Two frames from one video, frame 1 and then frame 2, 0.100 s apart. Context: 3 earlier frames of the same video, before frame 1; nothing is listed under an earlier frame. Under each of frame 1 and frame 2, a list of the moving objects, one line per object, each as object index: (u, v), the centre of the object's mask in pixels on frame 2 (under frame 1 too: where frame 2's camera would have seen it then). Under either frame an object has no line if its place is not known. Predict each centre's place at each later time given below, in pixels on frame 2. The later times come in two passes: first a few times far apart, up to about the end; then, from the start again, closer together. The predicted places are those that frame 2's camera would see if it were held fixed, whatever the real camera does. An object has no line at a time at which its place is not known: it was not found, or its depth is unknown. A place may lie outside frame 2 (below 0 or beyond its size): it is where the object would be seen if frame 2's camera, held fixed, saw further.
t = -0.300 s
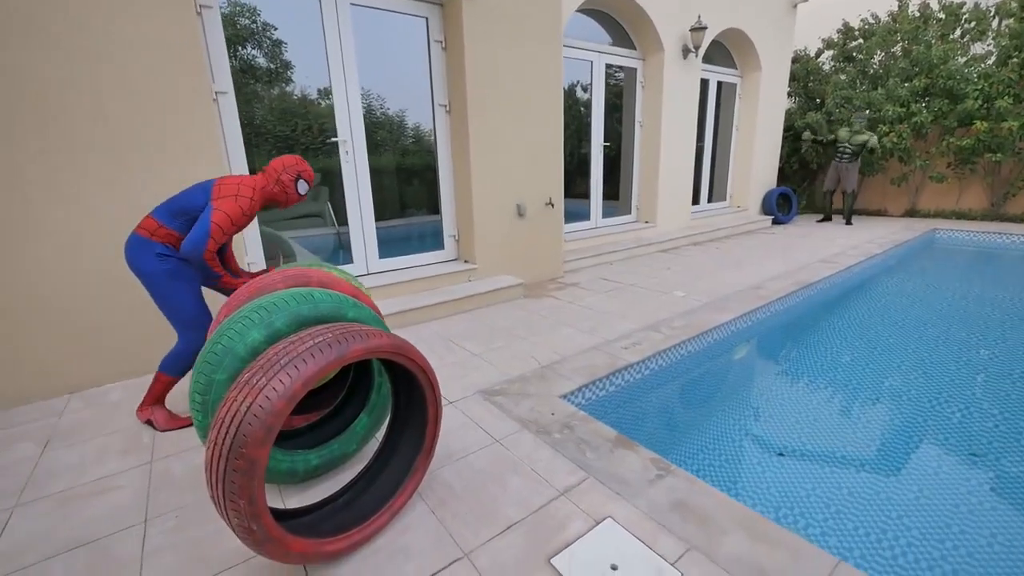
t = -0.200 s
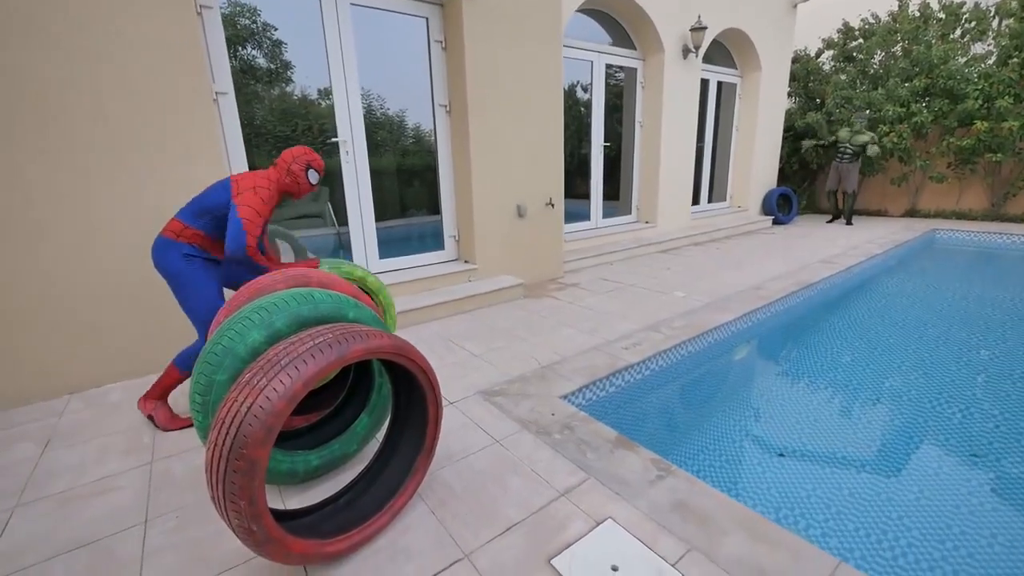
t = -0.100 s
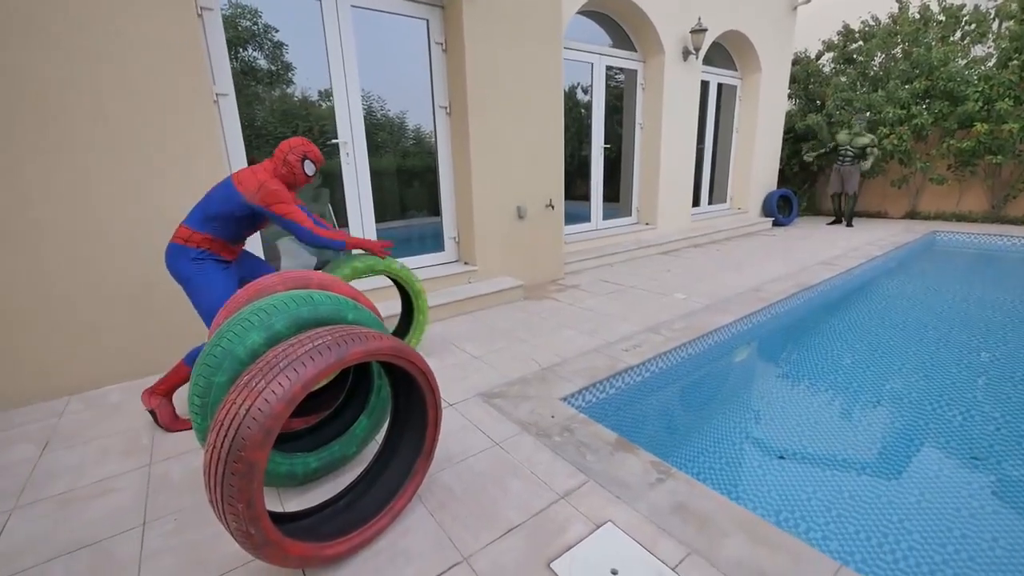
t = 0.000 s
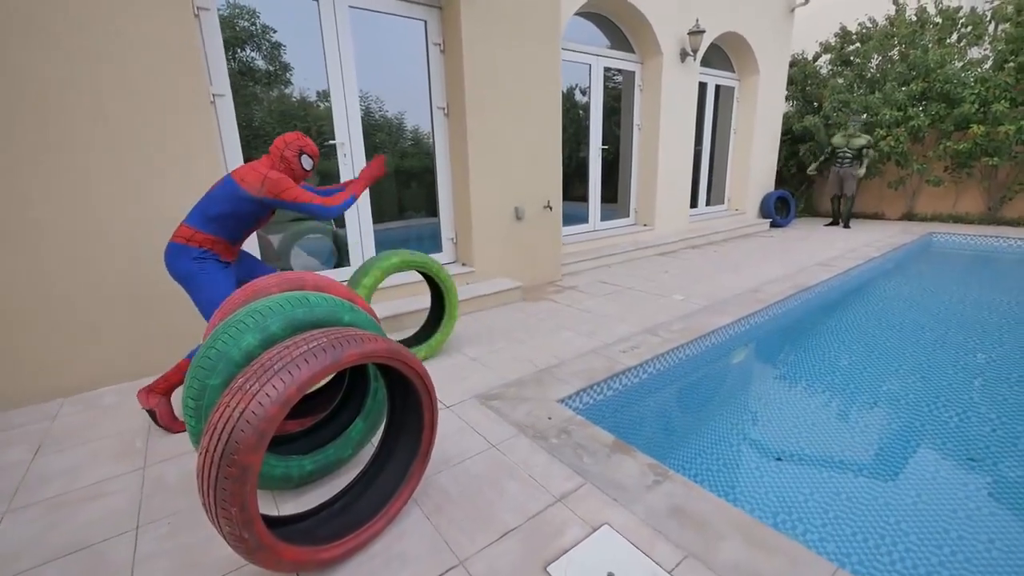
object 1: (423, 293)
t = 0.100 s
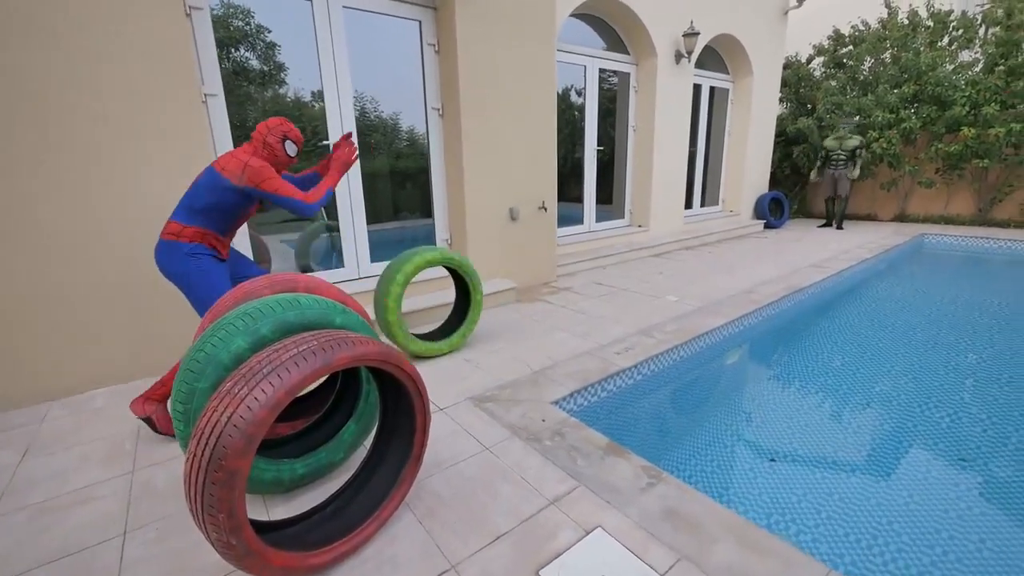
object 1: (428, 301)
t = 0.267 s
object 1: (479, 291)
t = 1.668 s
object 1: (709, 238)
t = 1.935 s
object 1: (733, 232)
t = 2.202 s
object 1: (753, 227)
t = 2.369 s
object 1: (763, 225)
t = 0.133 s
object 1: (439, 299)
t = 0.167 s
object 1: (450, 297)
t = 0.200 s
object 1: (460, 295)
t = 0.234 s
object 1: (469, 293)
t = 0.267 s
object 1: (479, 291)
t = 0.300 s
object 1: (488, 288)
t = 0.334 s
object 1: (497, 286)
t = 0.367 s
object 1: (505, 285)
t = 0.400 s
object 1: (513, 283)
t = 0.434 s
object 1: (521, 281)
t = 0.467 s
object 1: (529, 279)
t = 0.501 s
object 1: (537, 277)
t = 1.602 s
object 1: (703, 240)
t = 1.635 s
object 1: (706, 239)
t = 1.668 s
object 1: (709, 238)
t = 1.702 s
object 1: (712, 237)
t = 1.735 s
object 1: (715, 237)
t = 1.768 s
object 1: (719, 236)
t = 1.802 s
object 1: (722, 235)
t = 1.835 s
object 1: (724, 235)
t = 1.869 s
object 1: (727, 234)
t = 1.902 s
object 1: (730, 233)
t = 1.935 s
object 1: (733, 232)
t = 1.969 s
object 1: (735, 232)
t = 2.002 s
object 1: (738, 231)
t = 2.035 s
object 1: (740, 231)
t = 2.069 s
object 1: (743, 230)
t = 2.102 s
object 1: (745, 229)
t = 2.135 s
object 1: (748, 229)
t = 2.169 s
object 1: (750, 228)
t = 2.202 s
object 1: (753, 227)
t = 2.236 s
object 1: (755, 227)
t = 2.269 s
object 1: (757, 226)
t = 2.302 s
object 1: (759, 226)
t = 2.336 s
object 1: (761, 225)
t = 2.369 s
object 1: (763, 225)
